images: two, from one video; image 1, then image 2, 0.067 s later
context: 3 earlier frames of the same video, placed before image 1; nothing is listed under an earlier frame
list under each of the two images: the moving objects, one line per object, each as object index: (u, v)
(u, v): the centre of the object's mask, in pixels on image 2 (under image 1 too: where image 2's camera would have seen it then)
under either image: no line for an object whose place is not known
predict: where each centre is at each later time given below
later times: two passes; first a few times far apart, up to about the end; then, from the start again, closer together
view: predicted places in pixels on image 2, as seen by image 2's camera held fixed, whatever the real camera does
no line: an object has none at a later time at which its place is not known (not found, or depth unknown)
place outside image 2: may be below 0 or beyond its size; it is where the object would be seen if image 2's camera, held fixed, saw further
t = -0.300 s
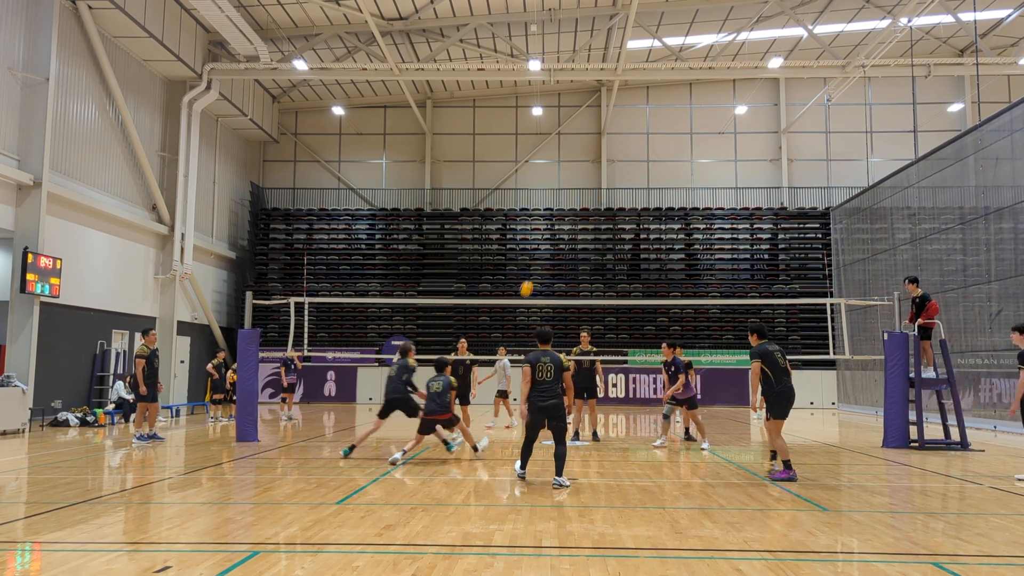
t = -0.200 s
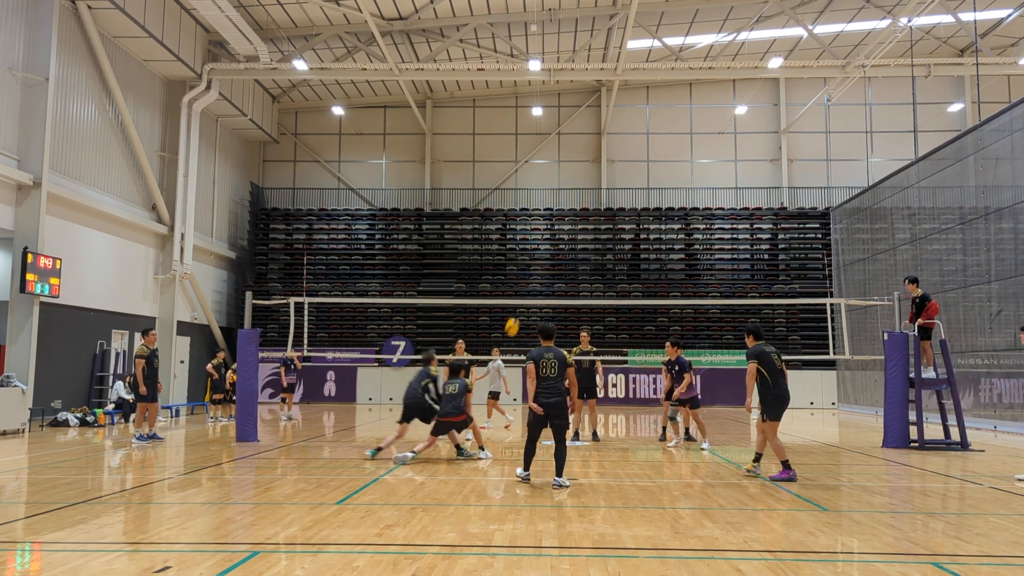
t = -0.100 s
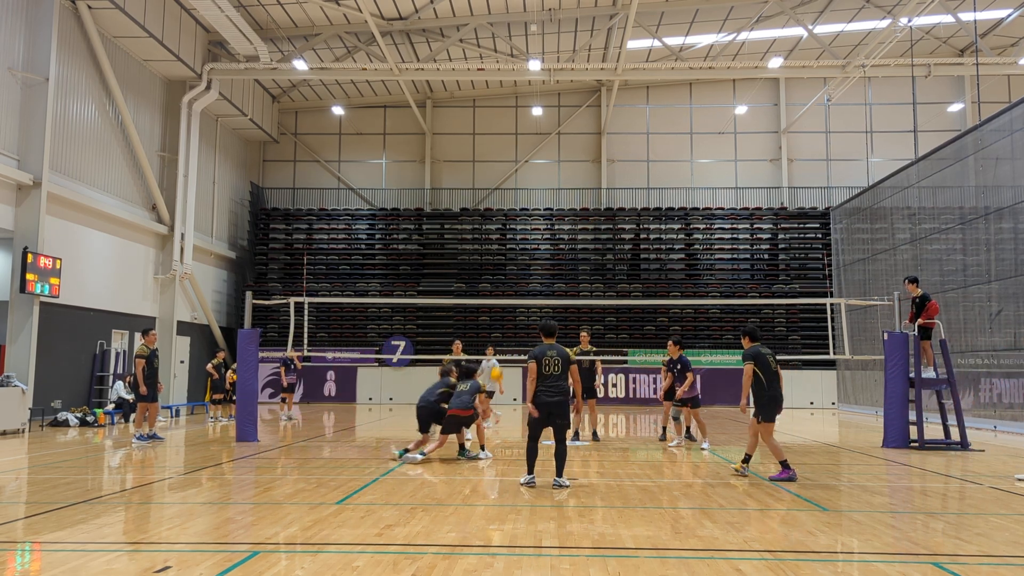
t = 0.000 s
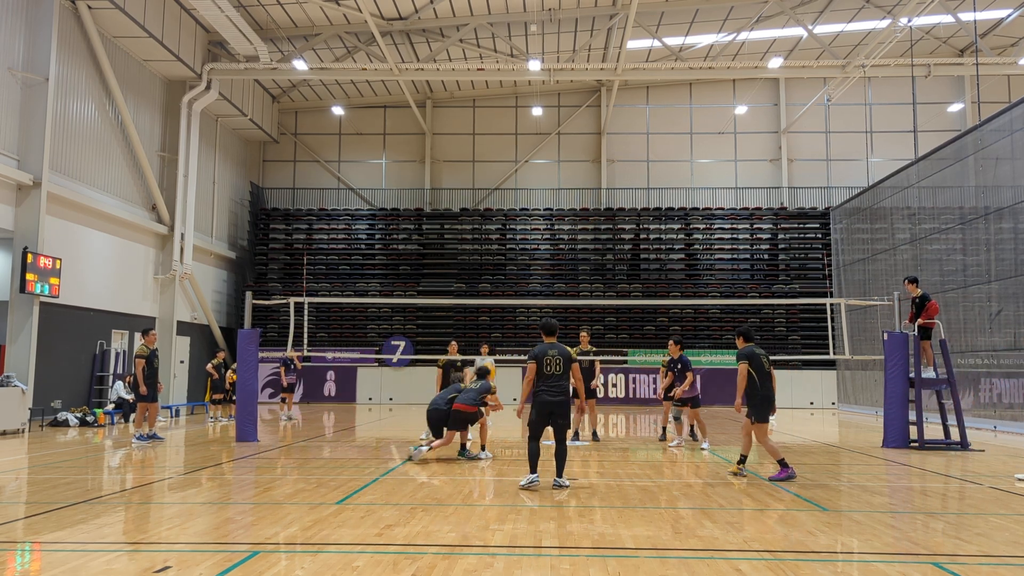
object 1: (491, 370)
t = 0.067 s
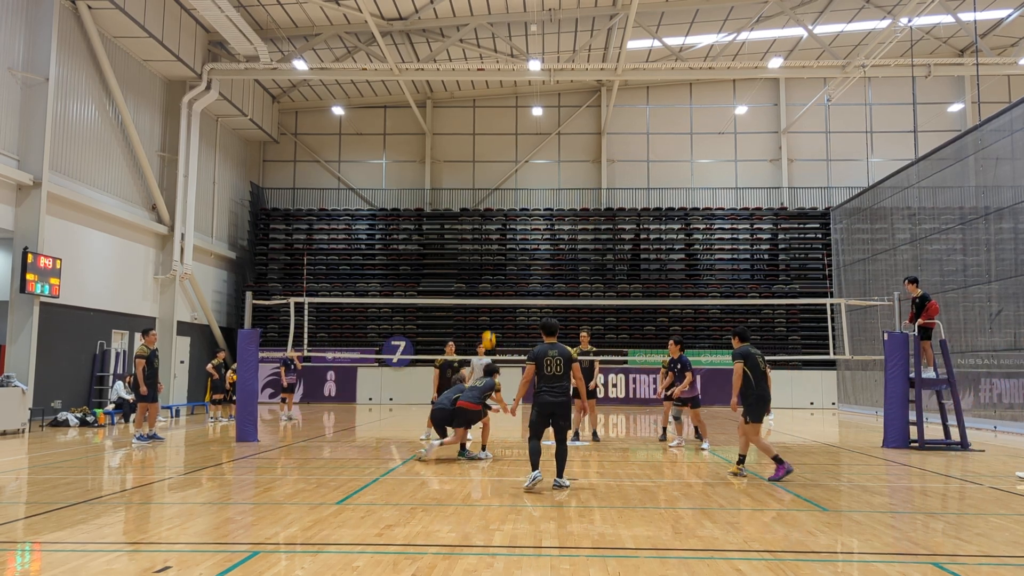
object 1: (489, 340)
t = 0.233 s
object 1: (486, 281)
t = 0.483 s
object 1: (483, 232)
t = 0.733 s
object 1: (480, 222)
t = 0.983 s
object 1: (477, 245)
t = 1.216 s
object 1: (475, 293)
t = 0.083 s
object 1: (488, 333)
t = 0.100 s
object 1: (488, 327)
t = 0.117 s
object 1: (488, 320)
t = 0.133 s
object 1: (488, 314)
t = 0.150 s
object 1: (487, 308)
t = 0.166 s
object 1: (487, 302)
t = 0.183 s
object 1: (487, 296)
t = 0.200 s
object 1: (487, 291)
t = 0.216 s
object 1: (486, 286)
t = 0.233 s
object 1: (486, 281)
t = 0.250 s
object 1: (486, 276)
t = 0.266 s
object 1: (486, 272)
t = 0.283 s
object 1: (485, 268)
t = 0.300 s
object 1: (485, 264)
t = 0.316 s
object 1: (485, 260)
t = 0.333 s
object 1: (485, 256)
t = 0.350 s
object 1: (485, 253)
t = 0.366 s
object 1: (484, 250)
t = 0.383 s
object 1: (484, 246)
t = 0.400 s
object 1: (484, 243)
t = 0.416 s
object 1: (484, 241)
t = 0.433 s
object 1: (484, 238)
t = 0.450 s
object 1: (484, 236)
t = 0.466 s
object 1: (483, 233)
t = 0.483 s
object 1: (483, 232)
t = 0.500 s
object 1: (483, 230)
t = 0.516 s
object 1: (483, 228)
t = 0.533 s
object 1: (482, 227)
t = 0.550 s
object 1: (482, 226)
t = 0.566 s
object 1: (482, 224)
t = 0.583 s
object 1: (482, 224)
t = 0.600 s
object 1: (481, 223)
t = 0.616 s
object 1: (481, 222)
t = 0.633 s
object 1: (481, 222)
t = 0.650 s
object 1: (481, 221)
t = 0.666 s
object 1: (481, 221)
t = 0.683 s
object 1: (481, 221)
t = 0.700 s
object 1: (481, 221)
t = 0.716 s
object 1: (480, 221)
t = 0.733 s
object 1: (480, 222)
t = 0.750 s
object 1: (480, 222)
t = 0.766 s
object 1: (480, 223)
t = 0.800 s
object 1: (479, 225)
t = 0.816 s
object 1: (479, 226)
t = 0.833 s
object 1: (479, 227)
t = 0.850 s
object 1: (479, 228)
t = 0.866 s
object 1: (478, 230)
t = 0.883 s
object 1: (478, 232)
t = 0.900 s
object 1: (478, 233)
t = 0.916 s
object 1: (478, 235)
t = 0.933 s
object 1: (478, 237)
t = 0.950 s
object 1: (478, 240)
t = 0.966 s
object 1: (477, 242)
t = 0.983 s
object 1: (477, 245)
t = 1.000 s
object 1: (477, 247)
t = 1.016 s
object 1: (476, 250)
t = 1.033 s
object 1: (476, 253)
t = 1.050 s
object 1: (476, 256)
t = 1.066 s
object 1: (476, 259)
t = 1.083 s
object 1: (476, 263)
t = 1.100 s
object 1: (476, 266)
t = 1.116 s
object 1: (475, 270)
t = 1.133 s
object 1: (475, 273)
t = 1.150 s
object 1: (475, 277)
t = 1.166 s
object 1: (475, 281)
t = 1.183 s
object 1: (475, 285)
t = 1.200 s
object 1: (475, 289)
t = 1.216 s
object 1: (475, 293)
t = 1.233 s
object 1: (475, 295)
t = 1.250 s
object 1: (474, 302)
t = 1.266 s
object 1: (474, 308)
